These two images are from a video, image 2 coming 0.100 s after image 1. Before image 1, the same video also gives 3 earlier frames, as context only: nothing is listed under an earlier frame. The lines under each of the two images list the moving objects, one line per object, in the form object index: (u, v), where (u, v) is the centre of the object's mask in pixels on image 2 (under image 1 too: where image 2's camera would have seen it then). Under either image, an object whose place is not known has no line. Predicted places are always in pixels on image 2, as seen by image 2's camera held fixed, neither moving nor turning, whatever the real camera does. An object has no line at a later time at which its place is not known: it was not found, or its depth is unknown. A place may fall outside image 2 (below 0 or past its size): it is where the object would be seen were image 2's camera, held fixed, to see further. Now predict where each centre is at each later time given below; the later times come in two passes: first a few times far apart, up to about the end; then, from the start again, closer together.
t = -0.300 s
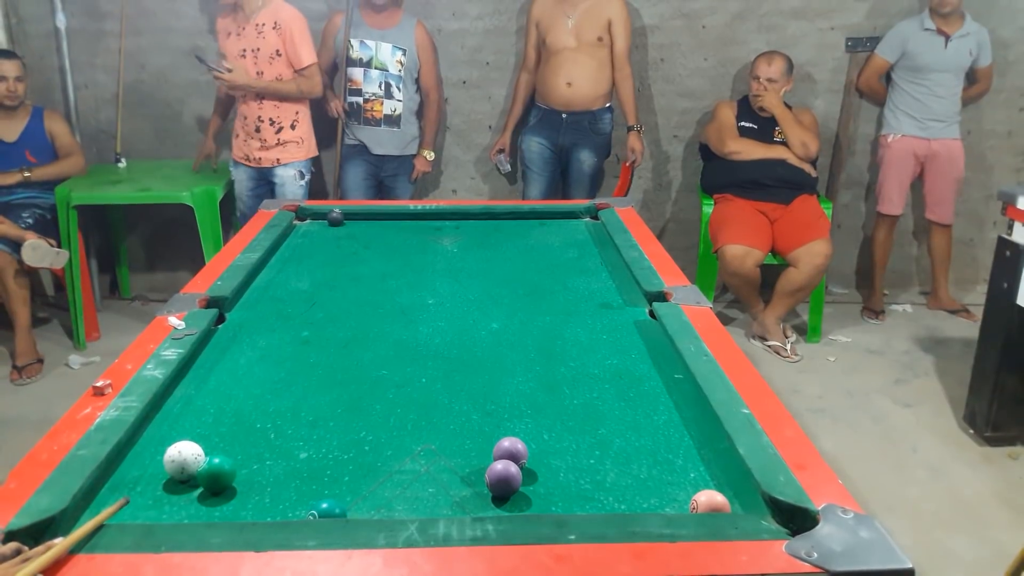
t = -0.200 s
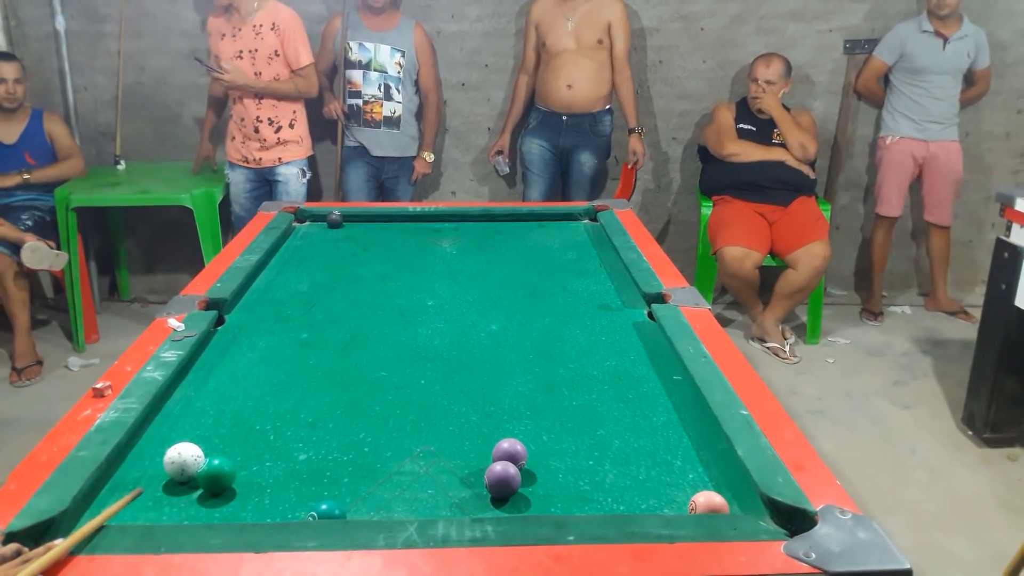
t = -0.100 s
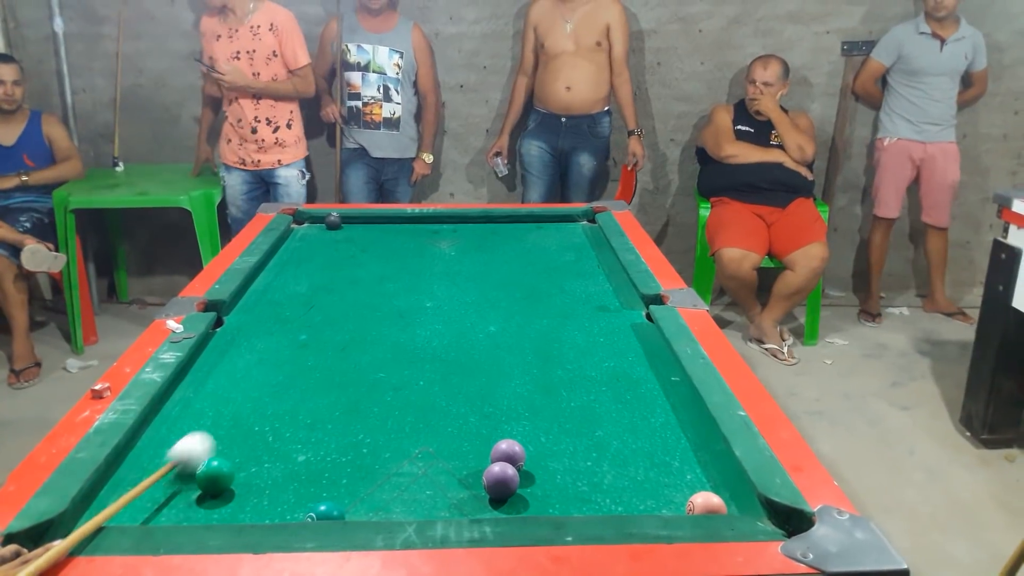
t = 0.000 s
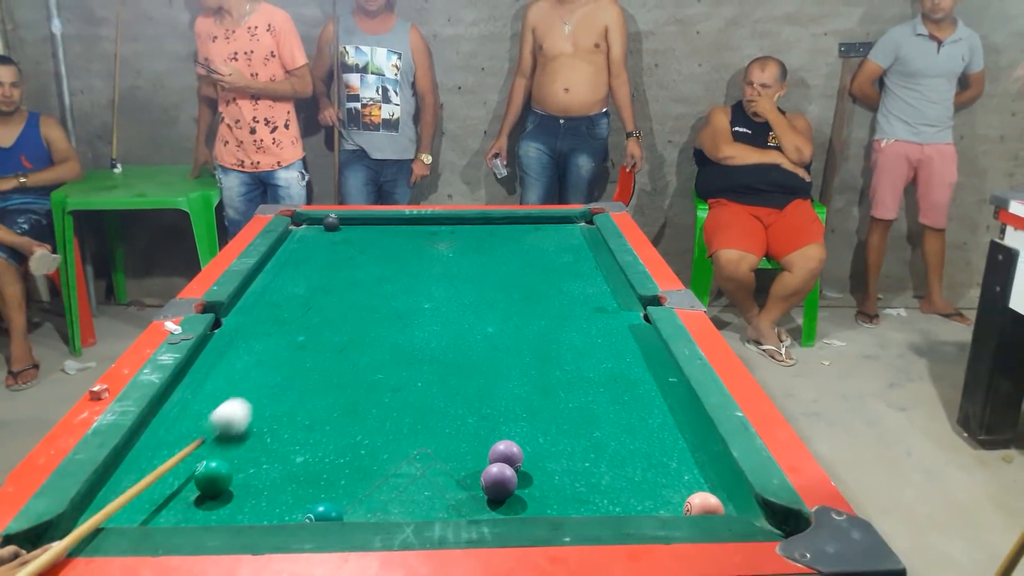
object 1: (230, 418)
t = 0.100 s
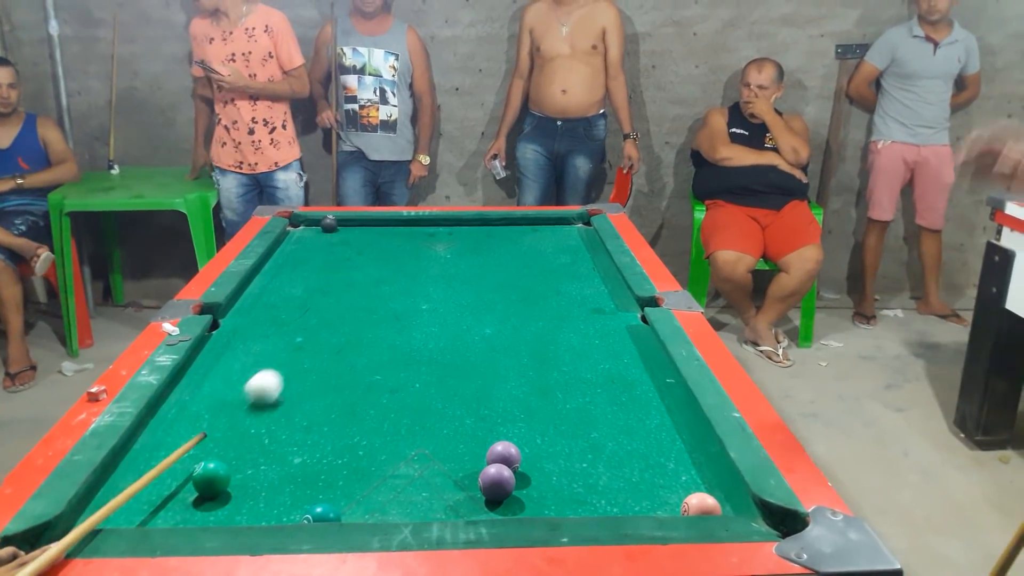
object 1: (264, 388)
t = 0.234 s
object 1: (303, 352)
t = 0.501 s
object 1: (361, 300)
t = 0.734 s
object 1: (398, 267)
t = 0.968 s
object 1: (427, 241)
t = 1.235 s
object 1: (452, 224)
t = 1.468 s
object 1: (468, 239)
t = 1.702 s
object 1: (486, 255)
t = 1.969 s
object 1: (509, 276)
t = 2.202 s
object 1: (531, 297)
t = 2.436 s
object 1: (557, 319)
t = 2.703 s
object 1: (589, 348)
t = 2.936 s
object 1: (621, 376)
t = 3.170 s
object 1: (658, 407)
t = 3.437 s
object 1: (698, 447)
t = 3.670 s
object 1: (699, 476)
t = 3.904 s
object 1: (695, 482)
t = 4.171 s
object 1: (690, 479)
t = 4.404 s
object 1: (690, 478)
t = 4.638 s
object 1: (692, 477)
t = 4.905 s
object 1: (691, 476)
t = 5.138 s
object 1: (691, 476)
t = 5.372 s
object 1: (691, 476)
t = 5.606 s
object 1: (691, 476)
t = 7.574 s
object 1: (691, 476)
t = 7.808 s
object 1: (691, 477)
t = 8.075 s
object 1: (691, 477)
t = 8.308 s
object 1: (691, 476)
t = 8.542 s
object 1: (690, 477)
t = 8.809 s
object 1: (690, 476)
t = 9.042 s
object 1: (690, 476)
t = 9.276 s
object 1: (690, 476)
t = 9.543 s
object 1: (690, 476)
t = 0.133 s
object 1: (275, 378)
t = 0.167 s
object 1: (285, 369)
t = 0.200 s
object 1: (294, 360)
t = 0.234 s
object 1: (303, 352)
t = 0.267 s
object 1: (312, 345)
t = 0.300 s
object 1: (320, 337)
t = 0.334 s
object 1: (327, 331)
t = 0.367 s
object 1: (335, 324)
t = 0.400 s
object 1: (342, 318)
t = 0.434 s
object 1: (349, 312)
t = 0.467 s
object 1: (355, 306)
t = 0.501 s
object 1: (361, 300)
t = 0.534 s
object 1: (367, 295)
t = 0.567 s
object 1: (373, 290)
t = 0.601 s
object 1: (378, 285)
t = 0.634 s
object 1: (384, 280)
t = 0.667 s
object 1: (389, 275)
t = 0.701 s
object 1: (393, 271)
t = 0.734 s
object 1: (398, 267)
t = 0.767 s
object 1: (403, 263)
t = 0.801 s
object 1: (407, 259)
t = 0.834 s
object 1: (411, 255)
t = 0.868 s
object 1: (415, 251)
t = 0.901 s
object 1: (419, 248)
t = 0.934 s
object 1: (423, 244)
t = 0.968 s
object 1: (427, 241)
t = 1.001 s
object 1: (430, 238)
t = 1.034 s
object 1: (434, 235)
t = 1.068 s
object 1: (437, 231)
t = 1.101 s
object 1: (440, 228)
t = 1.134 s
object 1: (444, 225)
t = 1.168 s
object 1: (447, 223)
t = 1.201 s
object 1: (449, 221)
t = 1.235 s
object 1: (452, 224)
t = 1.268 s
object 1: (454, 226)
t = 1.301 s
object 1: (456, 228)
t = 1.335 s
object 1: (459, 230)
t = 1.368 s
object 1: (461, 232)
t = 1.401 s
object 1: (463, 235)
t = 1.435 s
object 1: (465, 237)
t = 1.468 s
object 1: (468, 239)
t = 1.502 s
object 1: (470, 241)
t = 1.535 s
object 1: (473, 244)
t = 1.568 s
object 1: (475, 246)
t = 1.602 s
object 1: (478, 248)
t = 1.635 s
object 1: (481, 251)
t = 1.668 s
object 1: (483, 253)
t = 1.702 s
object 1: (486, 255)
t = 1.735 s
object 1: (489, 258)
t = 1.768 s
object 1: (492, 260)
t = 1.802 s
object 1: (494, 263)
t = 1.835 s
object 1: (497, 266)
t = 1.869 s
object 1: (500, 268)
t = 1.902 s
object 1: (503, 271)
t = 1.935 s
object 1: (506, 274)
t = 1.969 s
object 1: (509, 276)
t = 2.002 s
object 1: (512, 279)
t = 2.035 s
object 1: (515, 282)
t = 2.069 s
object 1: (518, 285)
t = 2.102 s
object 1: (522, 288)
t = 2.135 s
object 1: (525, 291)
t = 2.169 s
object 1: (528, 294)
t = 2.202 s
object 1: (531, 297)
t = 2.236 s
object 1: (535, 300)
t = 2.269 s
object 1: (538, 303)
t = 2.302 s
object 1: (542, 306)
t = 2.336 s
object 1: (546, 309)
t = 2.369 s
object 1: (549, 313)
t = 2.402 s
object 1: (553, 316)
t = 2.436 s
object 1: (557, 319)
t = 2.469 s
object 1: (560, 323)
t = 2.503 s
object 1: (564, 326)
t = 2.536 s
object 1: (568, 329)
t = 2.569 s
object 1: (572, 333)
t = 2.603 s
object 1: (576, 337)
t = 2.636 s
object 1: (580, 341)
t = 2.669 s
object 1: (584, 344)
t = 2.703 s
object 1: (589, 348)
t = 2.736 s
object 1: (593, 352)
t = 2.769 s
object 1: (598, 356)
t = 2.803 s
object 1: (602, 359)
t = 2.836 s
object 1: (607, 363)
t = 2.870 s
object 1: (611, 368)
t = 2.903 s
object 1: (616, 372)
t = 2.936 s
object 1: (621, 376)
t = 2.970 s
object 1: (626, 381)
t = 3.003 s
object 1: (631, 385)
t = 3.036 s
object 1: (636, 389)
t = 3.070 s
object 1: (642, 394)
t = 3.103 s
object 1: (647, 398)
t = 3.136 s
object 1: (653, 403)
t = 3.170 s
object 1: (658, 407)
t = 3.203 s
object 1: (664, 412)
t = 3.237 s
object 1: (670, 417)
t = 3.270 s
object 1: (676, 422)
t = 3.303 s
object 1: (682, 428)
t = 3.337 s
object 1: (689, 433)
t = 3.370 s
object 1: (695, 438)
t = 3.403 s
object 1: (698, 443)
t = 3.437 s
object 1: (698, 447)
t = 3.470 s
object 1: (698, 452)
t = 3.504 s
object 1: (698, 456)
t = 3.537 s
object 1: (698, 460)
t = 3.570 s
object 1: (699, 465)
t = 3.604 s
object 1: (699, 469)
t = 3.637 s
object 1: (699, 473)
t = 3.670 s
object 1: (699, 476)
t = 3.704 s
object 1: (699, 479)
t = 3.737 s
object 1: (699, 482)
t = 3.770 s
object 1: (699, 483)
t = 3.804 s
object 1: (698, 483)
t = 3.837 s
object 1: (697, 482)
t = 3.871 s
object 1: (696, 482)
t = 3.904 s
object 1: (695, 482)
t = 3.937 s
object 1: (694, 481)
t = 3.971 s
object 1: (694, 481)
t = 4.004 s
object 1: (693, 480)
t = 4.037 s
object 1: (692, 480)
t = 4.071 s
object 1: (692, 480)
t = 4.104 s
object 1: (691, 479)
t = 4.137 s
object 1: (690, 479)
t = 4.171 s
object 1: (690, 479)
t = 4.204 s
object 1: (690, 479)
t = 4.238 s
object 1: (690, 479)
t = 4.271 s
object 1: (690, 479)
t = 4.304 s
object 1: (690, 478)
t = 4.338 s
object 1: (690, 478)
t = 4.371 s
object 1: (690, 478)
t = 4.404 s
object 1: (690, 478)
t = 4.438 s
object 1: (690, 478)
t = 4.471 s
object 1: (691, 477)
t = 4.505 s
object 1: (691, 477)
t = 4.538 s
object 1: (691, 477)
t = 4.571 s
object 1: (692, 477)
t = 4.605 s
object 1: (692, 477)
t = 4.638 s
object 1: (692, 477)
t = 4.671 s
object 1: (692, 477)
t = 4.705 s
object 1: (692, 477)
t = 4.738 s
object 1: (692, 477)
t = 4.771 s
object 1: (692, 476)
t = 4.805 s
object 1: (692, 476)
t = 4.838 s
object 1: (691, 476)
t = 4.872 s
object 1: (691, 476)
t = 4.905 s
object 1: (691, 476)
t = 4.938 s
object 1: (691, 476)
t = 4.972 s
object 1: (690, 476)
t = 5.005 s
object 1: (690, 476)
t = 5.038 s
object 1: (690, 476)
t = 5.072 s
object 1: (691, 476)
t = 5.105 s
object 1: (691, 476)
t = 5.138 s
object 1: (691, 476)
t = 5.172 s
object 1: (691, 476)
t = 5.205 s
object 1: (691, 476)
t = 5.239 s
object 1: (691, 476)
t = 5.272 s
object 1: (691, 476)
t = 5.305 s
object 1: (691, 476)
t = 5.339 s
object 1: (691, 476)
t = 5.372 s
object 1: (691, 476)
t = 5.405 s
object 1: (691, 476)
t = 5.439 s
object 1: (691, 476)
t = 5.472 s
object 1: (691, 476)
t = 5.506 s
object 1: (691, 477)
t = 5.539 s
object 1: (691, 476)
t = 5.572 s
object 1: (691, 476)
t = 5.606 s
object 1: (691, 476)
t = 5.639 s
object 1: (691, 477)
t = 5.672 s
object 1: (691, 477)
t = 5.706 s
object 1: (691, 477)
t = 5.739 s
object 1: (691, 477)
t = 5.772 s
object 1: (691, 477)
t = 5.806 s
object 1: (691, 477)
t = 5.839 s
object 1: (691, 477)
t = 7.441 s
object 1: (691, 477)
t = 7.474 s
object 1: (691, 476)
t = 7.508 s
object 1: (690, 476)
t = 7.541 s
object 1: (690, 476)
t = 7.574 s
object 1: (691, 476)
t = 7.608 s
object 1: (691, 477)
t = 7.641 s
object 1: (691, 477)
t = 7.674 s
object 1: (691, 477)
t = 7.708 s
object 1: (691, 476)
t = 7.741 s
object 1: (691, 477)
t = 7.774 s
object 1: (691, 477)
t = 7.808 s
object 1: (691, 477)
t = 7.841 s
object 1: (691, 477)
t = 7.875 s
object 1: (691, 477)
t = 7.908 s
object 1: (691, 477)
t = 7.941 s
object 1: (691, 477)
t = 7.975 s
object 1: (691, 477)
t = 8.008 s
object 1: (691, 477)
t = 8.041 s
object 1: (691, 477)
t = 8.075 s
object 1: (691, 477)
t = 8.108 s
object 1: (691, 476)
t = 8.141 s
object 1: (691, 476)
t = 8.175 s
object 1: (691, 476)
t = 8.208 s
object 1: (691, 476)
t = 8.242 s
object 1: (690, 476)
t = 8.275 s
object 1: (691, 476)
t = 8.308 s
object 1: (691, 476)
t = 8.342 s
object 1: (690, 476)
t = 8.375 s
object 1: (691, 476)
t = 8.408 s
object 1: (691, 476)
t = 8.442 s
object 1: (690, 476)
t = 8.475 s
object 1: (690, 477)
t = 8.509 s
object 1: (690, 477)
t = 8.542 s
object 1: (690, 477)
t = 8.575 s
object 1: (690, 477)
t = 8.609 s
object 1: (690, 476)
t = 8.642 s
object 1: (690, 477)
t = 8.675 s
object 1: (690, 476)
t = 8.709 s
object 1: (690, 477)
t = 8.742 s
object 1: (690, 477)
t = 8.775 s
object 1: (690, 476)
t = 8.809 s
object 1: (690, 476)
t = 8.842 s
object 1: (690, 476)
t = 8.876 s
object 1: (690, 476)
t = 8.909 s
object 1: (690, 477)
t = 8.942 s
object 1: (690, 476)
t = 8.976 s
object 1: (690, 476)
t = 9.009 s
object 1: (690, 476)
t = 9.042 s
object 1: (690, 476)
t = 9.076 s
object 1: (690, 476)
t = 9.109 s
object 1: (690, 476)
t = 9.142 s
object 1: (690, 476)
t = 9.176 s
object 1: (690, 476)
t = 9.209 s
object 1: (690, 476)
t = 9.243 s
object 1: (690, 476)
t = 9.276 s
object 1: (690, 476)
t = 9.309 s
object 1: (690, 476)
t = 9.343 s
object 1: (690, 476)
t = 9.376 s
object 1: (690, 476)
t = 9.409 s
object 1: (690, 476)
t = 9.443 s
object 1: (690, 476)
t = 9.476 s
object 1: (690, 476)
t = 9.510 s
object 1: (690, 476)
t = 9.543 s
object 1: (690, 476)
